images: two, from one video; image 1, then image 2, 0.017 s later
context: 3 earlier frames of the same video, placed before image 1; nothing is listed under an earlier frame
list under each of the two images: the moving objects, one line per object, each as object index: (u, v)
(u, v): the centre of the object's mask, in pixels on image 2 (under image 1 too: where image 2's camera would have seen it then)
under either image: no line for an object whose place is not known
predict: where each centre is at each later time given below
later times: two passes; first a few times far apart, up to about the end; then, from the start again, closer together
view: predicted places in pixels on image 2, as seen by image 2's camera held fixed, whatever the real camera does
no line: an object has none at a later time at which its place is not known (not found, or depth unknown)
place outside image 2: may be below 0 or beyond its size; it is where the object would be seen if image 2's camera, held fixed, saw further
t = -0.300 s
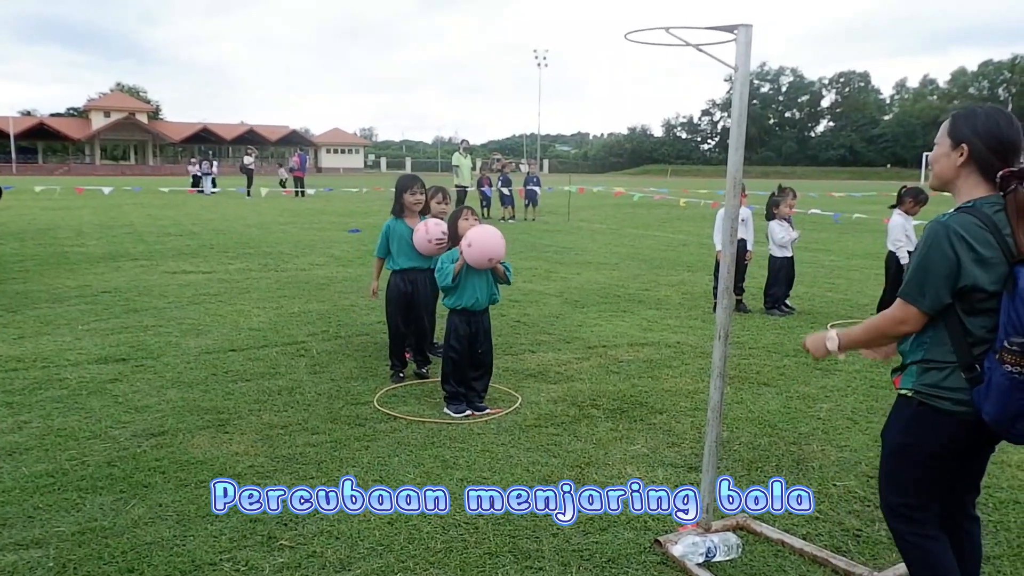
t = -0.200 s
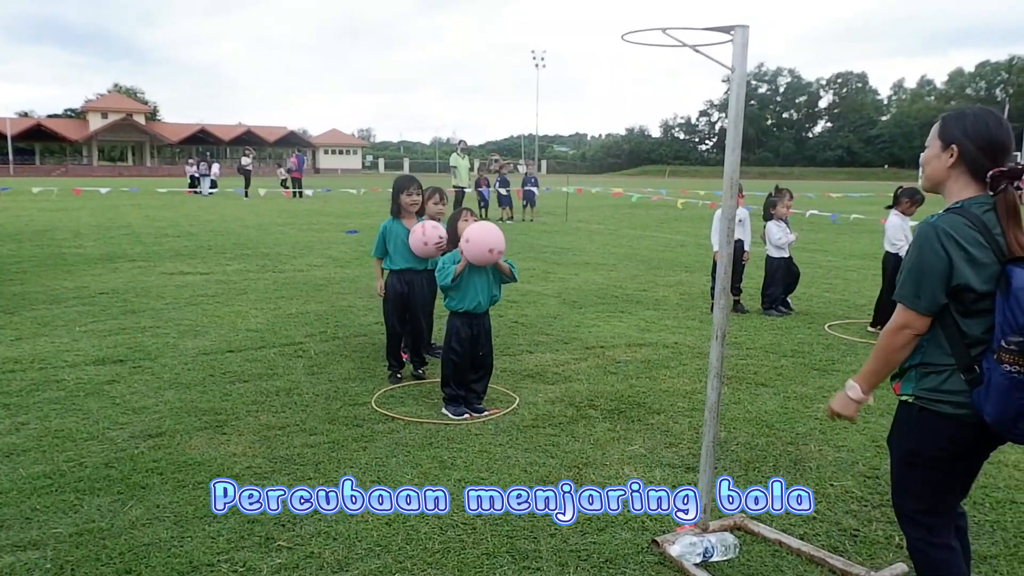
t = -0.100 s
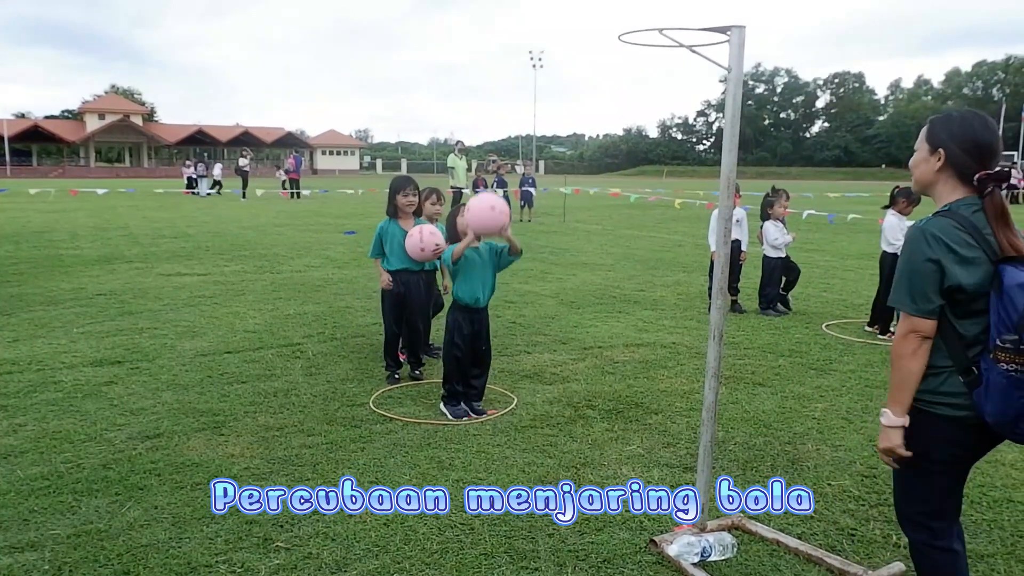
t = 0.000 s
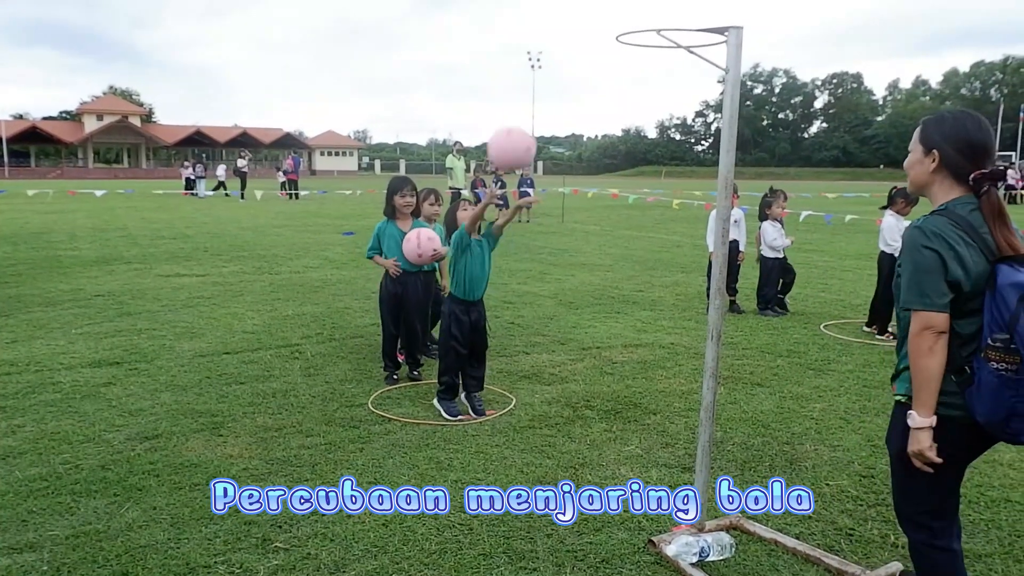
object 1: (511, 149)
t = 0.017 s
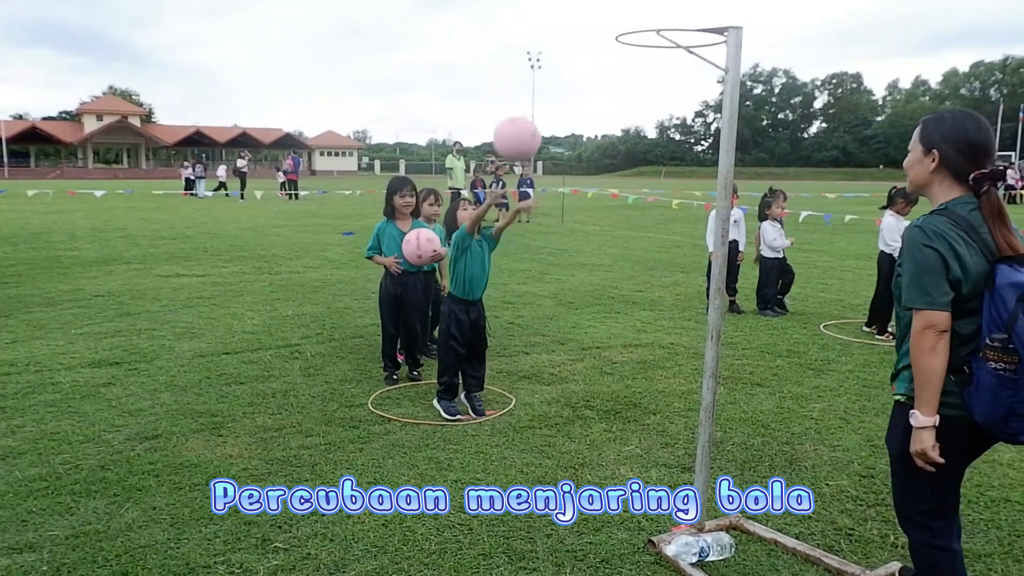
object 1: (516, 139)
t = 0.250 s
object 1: (608, 34)
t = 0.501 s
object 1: (584, 34)
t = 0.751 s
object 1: (548, 184)
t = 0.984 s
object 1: (517, 430)
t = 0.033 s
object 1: (522, 128)
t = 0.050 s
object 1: (528, 117)
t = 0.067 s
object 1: (534, 107)
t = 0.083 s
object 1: (540, 98)
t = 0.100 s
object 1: (546, 90)
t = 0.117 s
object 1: (553, 81)
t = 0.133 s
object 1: (559, 74)
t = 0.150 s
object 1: (566, 66)
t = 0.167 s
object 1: (573, 60)
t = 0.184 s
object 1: (580, 53)
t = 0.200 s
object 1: (587, 48)
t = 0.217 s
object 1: (594, 42)
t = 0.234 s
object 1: (600, 38)
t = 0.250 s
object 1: (608, 34)
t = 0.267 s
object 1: (616, 31)
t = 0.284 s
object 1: (615, 27)
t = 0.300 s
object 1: (613, 23)
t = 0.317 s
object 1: (610, 21)
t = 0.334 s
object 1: (607, 19)
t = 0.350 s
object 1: (605, 18)
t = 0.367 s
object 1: (603, 17)
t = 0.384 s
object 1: (601, 17)
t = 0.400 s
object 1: (598, 17)
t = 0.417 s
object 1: (596, 18)
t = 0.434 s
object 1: (594, 19)
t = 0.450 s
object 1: (591, 21)
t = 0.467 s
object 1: (589, 25)
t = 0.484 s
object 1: (586, 29)
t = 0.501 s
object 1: (584, 34)
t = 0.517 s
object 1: (581, 39)
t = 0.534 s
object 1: (579, 46)
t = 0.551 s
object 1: (577, 53)
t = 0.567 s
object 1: (574, 60)
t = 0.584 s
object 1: (572, 69)
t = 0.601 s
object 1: (569, 78)
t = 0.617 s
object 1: (567, 87)
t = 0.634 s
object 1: (564, 97)
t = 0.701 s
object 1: (555, 146)
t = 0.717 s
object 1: (552, 158)
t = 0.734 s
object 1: (550, 169)
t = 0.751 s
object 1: (548, 184)
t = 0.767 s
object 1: (545, 199)
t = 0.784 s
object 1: (543, 214)
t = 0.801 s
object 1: (541, 230)
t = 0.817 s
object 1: (538, 246)
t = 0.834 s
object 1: (536, 262)
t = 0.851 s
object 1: (534, 280)
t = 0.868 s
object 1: (532, 297)
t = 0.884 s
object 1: (530, 315)
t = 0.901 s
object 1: (527, 334)
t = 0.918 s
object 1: (525, 353)
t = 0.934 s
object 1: (523, 372)
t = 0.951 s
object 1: (521, 391)
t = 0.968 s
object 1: (519, 411)
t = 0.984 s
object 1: (517, 430)
